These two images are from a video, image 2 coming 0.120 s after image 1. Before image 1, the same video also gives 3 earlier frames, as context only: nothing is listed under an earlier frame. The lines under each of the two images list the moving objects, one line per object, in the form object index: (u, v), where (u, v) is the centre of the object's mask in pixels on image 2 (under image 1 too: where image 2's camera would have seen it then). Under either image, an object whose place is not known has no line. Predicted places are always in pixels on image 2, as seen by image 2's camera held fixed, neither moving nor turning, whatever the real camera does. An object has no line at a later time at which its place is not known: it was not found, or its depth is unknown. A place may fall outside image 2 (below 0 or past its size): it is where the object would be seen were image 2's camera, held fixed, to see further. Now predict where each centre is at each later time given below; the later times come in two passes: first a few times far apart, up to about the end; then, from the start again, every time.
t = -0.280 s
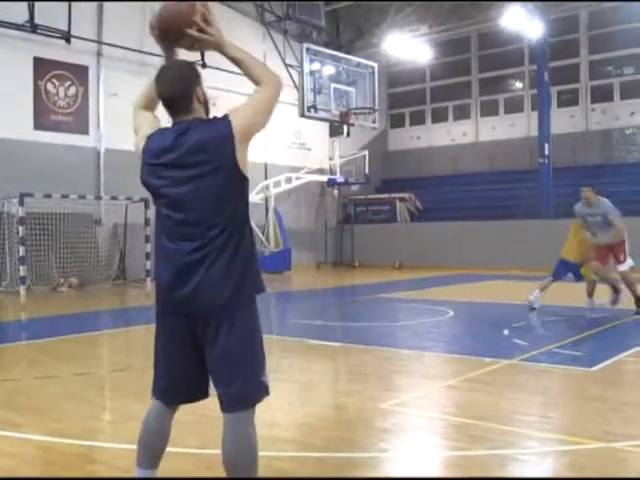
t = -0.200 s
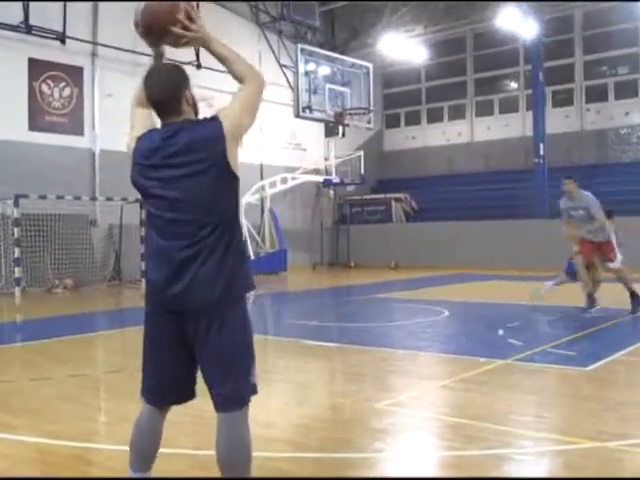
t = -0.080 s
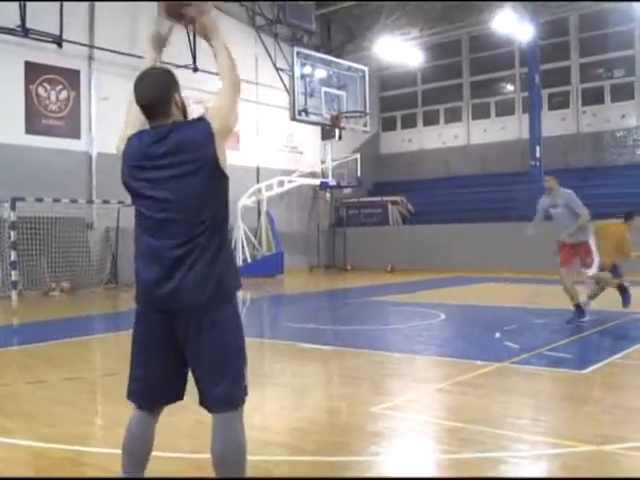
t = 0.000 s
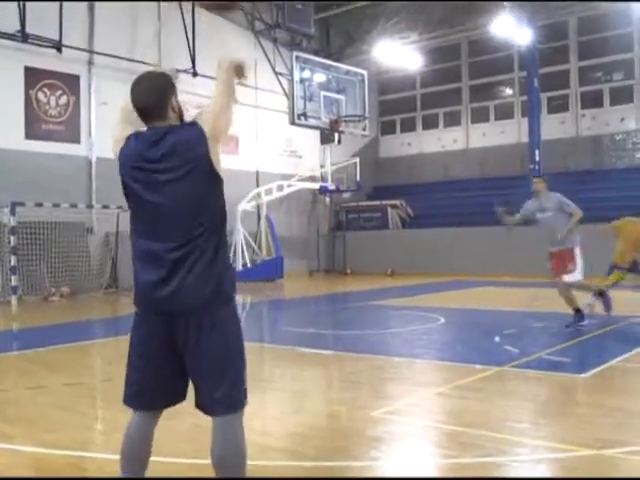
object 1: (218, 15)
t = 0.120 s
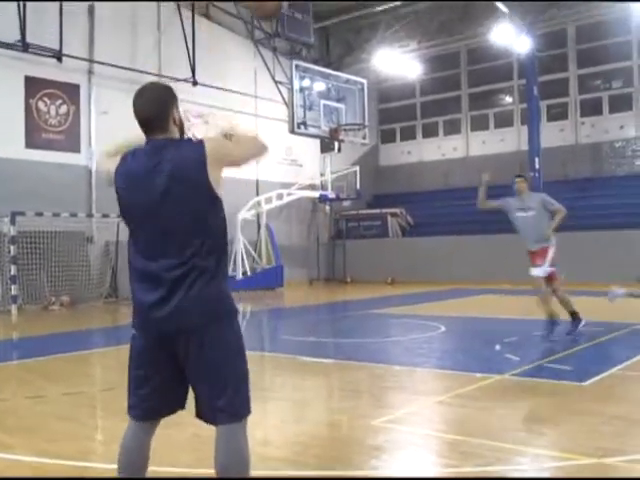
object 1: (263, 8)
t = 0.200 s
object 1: (288, 10)
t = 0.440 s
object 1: (332, 72)
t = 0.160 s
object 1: (281, 9)
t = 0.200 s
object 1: (288, 10)
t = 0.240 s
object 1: (296, 20)
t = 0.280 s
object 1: (306, 31)
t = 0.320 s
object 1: (314, 41)
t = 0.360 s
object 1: (323, 47)
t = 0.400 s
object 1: (326, 59)
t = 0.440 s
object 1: (332, 72)
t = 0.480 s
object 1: (341, 89)
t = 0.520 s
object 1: (345, 100)
